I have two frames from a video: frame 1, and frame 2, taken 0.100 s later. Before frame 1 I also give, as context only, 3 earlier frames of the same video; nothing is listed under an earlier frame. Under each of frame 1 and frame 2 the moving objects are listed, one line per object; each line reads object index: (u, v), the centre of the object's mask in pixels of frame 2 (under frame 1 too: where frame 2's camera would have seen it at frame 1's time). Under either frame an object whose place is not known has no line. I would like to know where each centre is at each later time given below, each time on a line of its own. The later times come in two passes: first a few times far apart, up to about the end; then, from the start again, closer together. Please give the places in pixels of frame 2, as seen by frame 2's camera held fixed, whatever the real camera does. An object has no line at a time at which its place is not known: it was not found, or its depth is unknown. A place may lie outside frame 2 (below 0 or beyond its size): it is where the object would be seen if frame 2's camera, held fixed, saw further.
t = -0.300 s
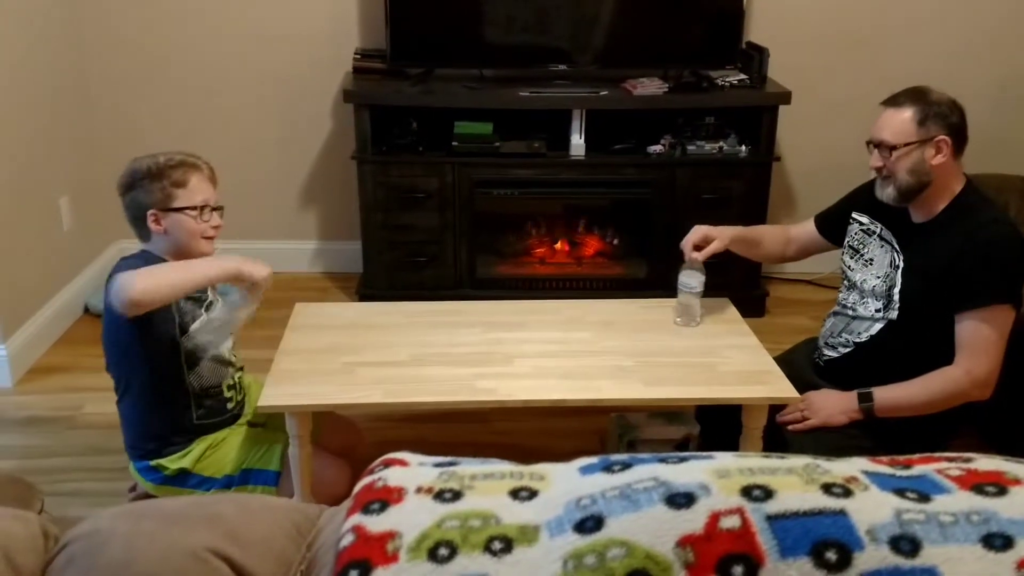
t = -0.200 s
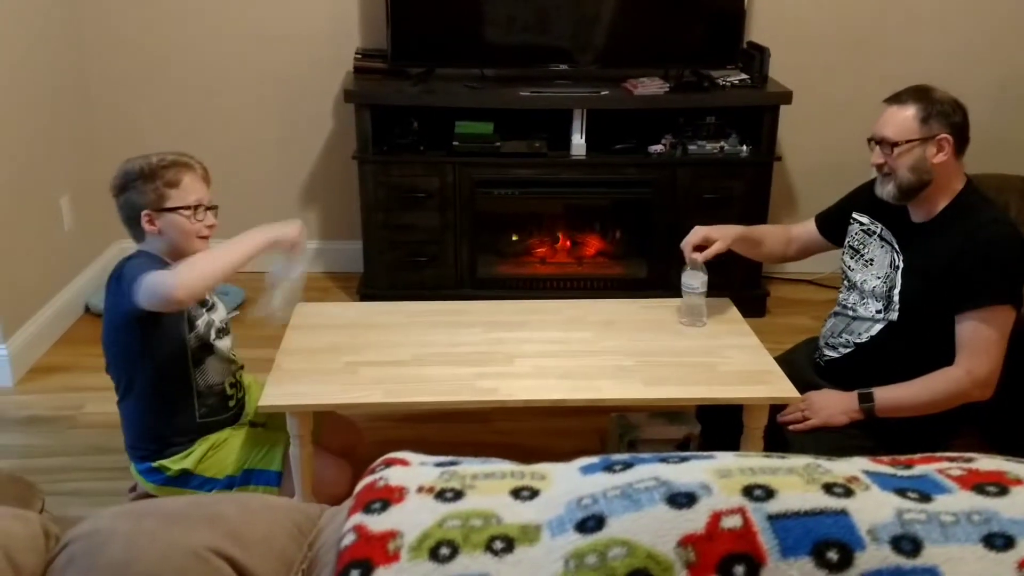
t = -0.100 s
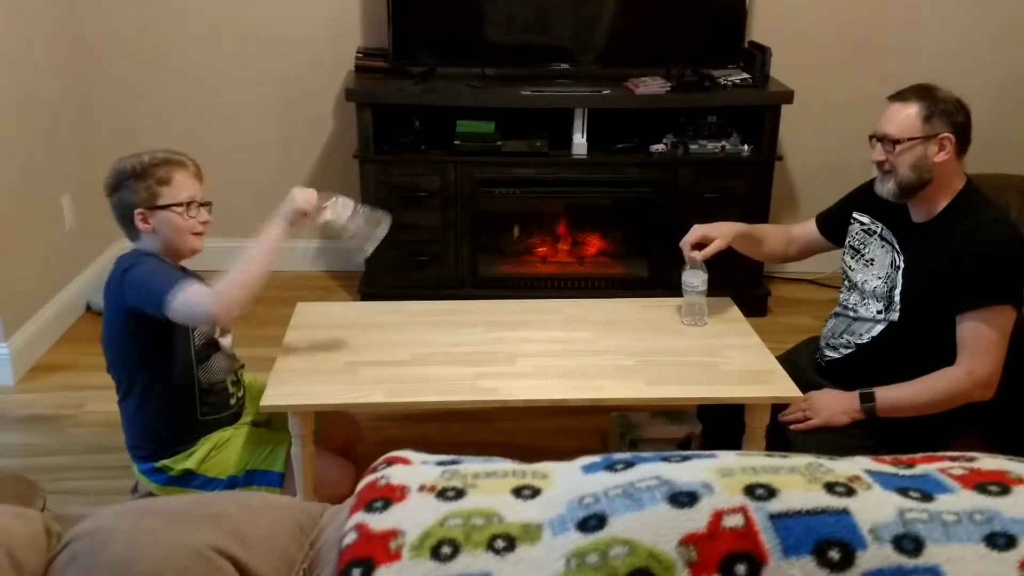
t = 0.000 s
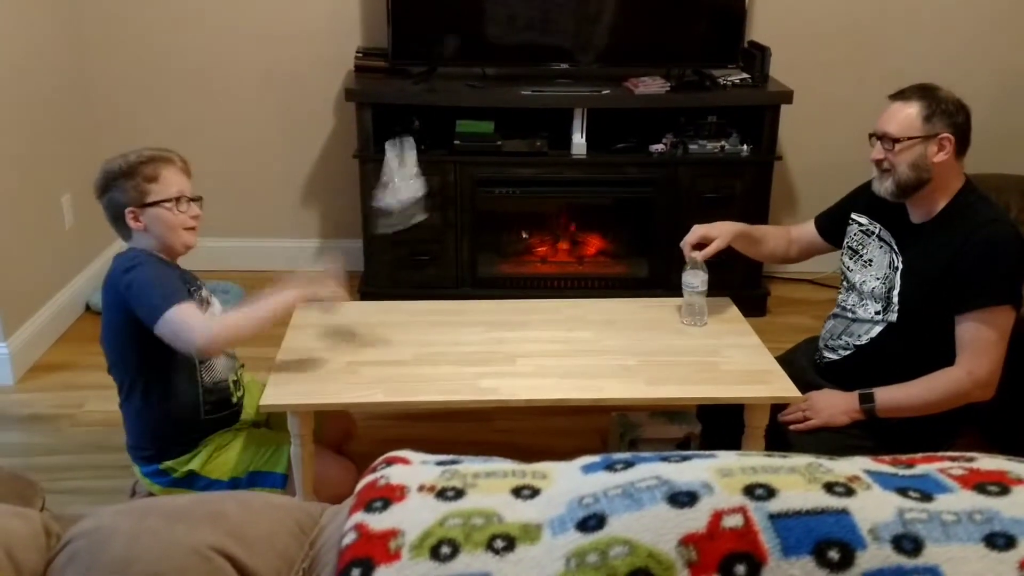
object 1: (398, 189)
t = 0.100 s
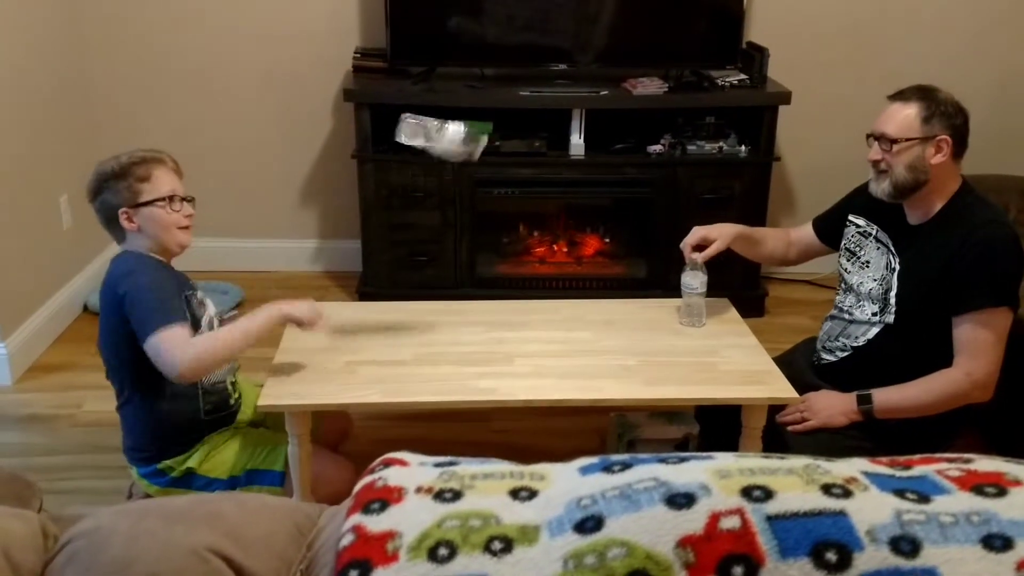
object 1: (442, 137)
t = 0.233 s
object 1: (466, 153)
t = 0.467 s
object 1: (507, 313)
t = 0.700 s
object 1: (514, 314)
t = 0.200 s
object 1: (459, 141)
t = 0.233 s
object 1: (466, 153)
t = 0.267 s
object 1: (474, 171)
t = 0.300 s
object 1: (480, 193)
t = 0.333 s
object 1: (487, 219)
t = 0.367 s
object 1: (493, 250)
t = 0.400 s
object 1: (499, 290)
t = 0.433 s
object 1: (505, 312)
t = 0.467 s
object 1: (507, 313)
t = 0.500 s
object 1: (510, 313)
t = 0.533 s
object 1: (511, 313)
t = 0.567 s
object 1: (512, 313)
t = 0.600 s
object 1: (513, 314)
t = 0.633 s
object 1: (514, 314)
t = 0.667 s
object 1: (514, 314)
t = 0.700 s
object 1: (514, 314)
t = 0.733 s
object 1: (514, 314)
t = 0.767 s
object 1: (514, 314)
